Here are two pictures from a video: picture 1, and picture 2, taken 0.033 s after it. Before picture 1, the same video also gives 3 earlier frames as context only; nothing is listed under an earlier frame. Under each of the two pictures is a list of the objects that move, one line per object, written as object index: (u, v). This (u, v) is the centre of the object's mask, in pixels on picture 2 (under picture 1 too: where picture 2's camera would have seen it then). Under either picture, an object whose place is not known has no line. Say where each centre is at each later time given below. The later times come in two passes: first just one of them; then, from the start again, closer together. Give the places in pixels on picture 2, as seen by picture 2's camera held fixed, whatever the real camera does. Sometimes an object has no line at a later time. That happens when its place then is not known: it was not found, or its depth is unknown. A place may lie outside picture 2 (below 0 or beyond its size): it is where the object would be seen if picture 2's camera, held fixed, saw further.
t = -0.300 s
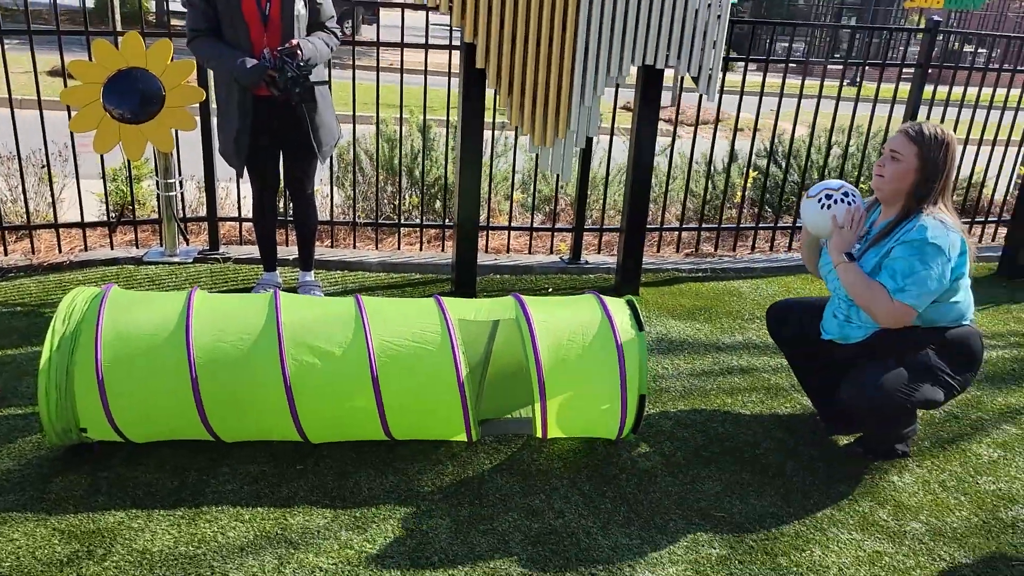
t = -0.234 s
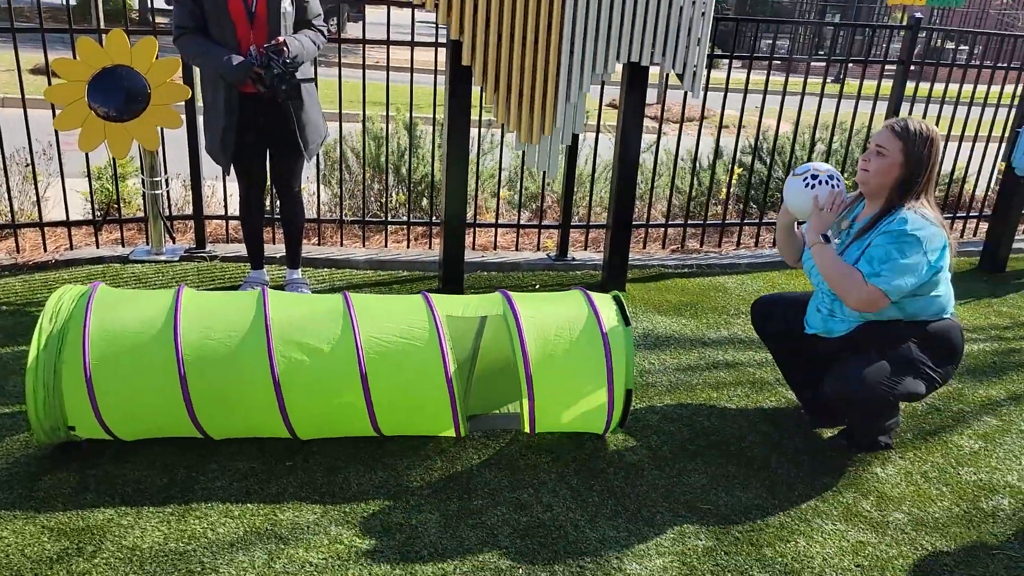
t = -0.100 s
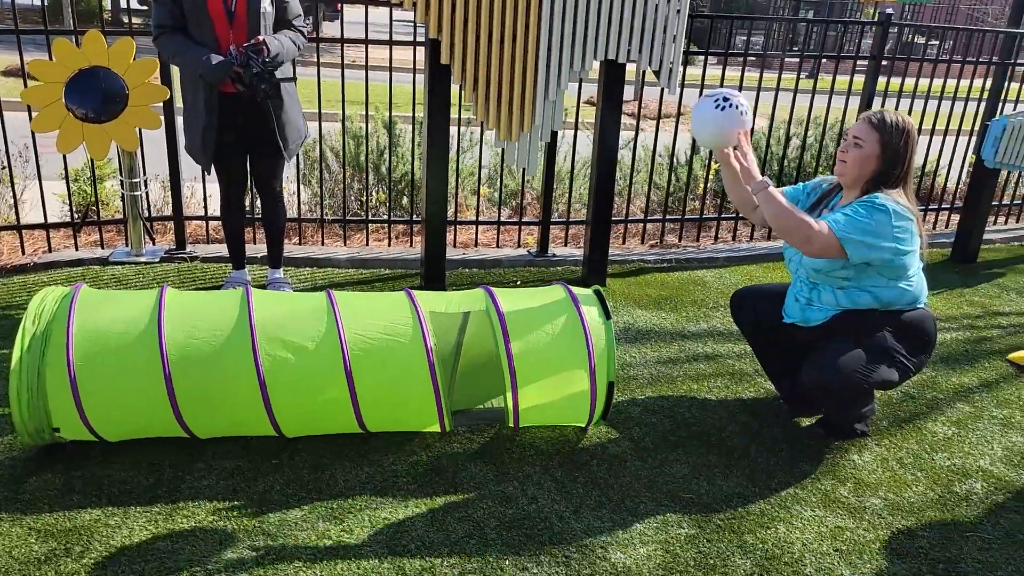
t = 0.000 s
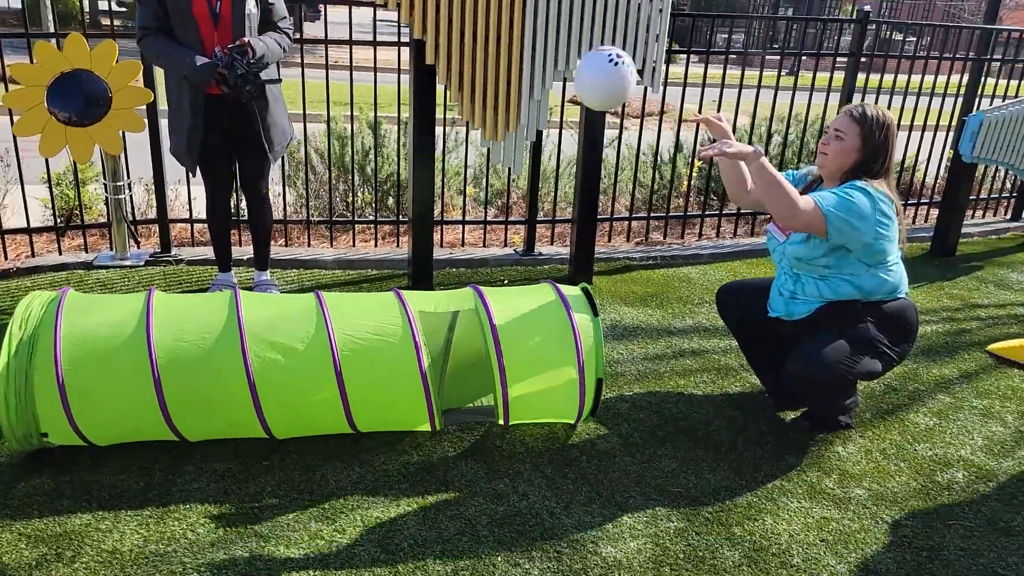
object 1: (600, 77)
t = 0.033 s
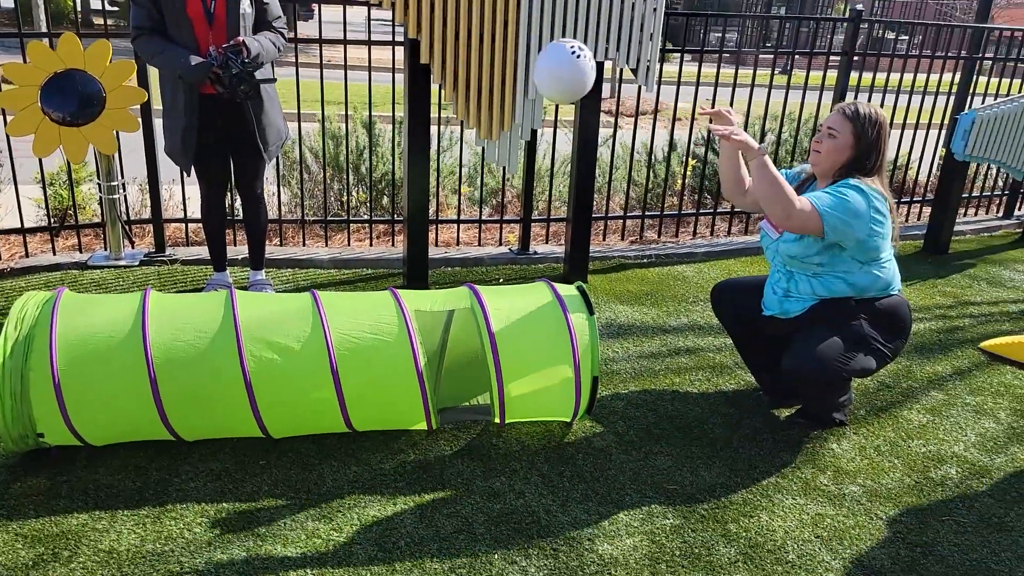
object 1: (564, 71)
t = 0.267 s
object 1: (299, 132)
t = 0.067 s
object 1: (527, 68)
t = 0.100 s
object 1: (490, 69)
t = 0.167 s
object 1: (415, 83)
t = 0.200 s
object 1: (377, 95)
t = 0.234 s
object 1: (339, 111)
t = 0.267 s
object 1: (299, 132)
